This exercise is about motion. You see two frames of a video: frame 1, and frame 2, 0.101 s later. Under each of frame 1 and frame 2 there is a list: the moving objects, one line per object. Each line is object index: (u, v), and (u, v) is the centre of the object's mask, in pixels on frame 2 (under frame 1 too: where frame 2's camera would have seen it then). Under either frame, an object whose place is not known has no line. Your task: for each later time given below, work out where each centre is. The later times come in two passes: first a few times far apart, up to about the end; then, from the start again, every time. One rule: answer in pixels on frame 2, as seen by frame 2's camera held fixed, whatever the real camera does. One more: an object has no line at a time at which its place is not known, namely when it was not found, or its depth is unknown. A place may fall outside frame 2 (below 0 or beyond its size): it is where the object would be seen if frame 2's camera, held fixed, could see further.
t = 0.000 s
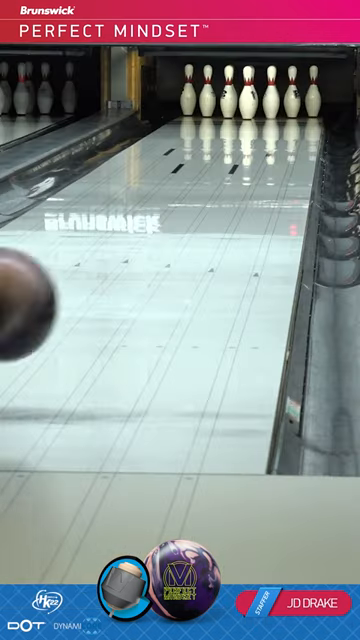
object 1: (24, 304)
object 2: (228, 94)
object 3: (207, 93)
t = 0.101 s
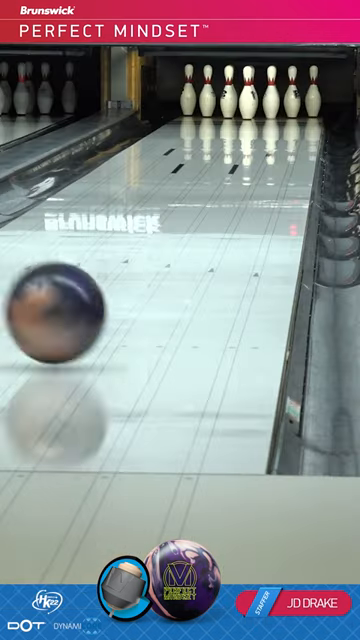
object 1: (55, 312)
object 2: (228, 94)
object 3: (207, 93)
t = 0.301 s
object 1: (133, 260)
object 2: (228, 94)
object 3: (207, 93)
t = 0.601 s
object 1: (205, 206)
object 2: (228, 94)
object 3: (207, 93)
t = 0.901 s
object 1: (249, 172)
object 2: (228, 94)
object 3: (207, 93)
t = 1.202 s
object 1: (275, 148)
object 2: (228, 94)
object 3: (207, 93)
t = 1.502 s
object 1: (287, 130)
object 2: (228, 94)
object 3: (207, 93)
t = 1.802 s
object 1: (284, 118)
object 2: (228, 94)
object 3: (207, 93)
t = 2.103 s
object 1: (266, 108)
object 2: (228, 94)
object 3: (207, 93)
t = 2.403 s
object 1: (256, 103)
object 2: (208, 92)
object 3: (181, 90)
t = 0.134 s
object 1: (71, 301)
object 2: (228, 94)
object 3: (207, 93)
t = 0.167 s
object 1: (85, 289)
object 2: (228, 94)
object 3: (207, 93)
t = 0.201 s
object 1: (98, 282)
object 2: (228, 94)
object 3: (207, 93)
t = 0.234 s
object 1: (111, 276)
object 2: (228, 93)
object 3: (207, 93)
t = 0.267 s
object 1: (122, 267)
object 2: (228, 94)
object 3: (207, 93)
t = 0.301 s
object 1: (133, 260)
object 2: (228, 94)
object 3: (207, 93)
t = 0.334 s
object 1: (144, 252)
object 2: (228, 94)
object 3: (207, 93)
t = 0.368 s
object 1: (153, 246)
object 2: (228, 94)
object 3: (207, 93)
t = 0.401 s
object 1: (162, 239)
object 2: (228, 94)
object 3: (207, 93)
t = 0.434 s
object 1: (170, 234)
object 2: (228, 94)
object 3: (207, 93)
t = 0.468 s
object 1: (178, 228)
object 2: (228, 94)
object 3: (207, 93)
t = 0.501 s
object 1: (185, 222)
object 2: (228, 94)
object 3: (207, 93)
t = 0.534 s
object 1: (192, 216)
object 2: (228, 94)
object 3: (207, 93)
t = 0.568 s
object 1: (199, 210)
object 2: (228, 94)
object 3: (207, 93)
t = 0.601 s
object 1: (205, 206)
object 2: (228, 94)
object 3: (207, 93)
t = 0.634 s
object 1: (211, 201)
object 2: (228, 94)
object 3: (207, 93)
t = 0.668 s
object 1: (216, 197)
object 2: (228, 94)
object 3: (207, 93)
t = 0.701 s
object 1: (222, 193)
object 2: (228, 94)
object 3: (207, 93)
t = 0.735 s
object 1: (227, 189)
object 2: (228, 94)
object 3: (207, 93)
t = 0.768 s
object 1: (232, 185)
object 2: (228, 94)
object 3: (207, 93)
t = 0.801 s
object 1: (236, 182)
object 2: (228, 94)
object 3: (207, 93)
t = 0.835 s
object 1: (241, 178)
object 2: (228, 94)
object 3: (207, 93)
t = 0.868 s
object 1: (245, 175)
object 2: (228, 94)
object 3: (207, 93)
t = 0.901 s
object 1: (249, 172)
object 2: (228, 94)
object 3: (207, 93)
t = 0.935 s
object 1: (252, 169)
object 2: (228, 94)
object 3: (207, 93)
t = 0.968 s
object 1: (256, 165)
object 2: (228, 94)
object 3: (207, 93)
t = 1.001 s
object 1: (259, 163)
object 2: (228, 94)
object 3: (207, 93)
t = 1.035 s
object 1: (262, 160)
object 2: (228, 94)
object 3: (207, 93)
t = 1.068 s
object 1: (266, 157)
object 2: (228, 94)
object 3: (207, 93)
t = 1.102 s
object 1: (268, 156)
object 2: (228, 94)
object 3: (207, 93)
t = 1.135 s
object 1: (271, 153)
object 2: (228, 94)
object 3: (207, 93)
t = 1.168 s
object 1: (273, 151)
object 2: (228, 94)
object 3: (207, 93)
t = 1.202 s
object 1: (275, 148)
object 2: (228, 94)
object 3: (207, 93)
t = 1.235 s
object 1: (277, 147)
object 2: (228, 94)
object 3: (207, 93)
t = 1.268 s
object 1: (279, 144)
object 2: (228, 94)
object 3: (207, 93)
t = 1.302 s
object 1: (281, 141)
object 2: (228, 94)
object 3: (207, 93)
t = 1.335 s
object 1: (282, 139)
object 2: (228, 94)
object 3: (207, 93)
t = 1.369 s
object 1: (284, 137)
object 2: (228, 94)
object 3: (207, 93)
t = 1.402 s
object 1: (285, 136)
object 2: (228, 94)
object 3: (207, 93)
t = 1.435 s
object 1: (286, 133)
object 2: (228, 94)
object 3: (207, 93)
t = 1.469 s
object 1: (287, 132)
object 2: (228, 94)
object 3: (207, 93)
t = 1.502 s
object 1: (287, 130)
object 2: (228, 94)
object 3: (207, 93)
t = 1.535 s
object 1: (288, 129)
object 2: (228, 94)
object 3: (207, 93)
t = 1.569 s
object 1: (288, 128)
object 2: (228, 94)
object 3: (207, 93)
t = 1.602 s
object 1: (288, 126)
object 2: (228, 94)
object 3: (207, 93)
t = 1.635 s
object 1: (288, 124)
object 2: (228, 94)
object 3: (207, 93)
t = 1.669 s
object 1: (288, 123)
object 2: (228, 94)
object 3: (207, 93)
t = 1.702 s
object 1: (287, 121)
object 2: (228, 94)
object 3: (207, 93)
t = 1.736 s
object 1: (286, 120)
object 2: (228, 94)
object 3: (207, 93)
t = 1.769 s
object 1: (285, 119)
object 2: (228, 94)
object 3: (207, 93)
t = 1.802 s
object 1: (284, 118)
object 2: (228, 94)
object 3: (207, 93)
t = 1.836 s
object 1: (283, 117)
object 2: (228, 94)
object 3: (207, 93)
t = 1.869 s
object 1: (281, 116)
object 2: (228, 94)
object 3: (207, 93)
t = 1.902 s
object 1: (280, 114)
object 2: (228, 94)
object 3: (207, 93)
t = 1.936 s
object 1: (278, 113)
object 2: (228, 94)
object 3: (207, 93)
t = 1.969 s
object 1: (276, 112)
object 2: (228, 94)
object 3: (207, 93)
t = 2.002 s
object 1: (274, 111)
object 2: (228, 94)
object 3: (207, 93)
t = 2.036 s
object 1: (272, 110)
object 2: (228, 94)
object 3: (207, 93)
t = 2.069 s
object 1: (269, 109)
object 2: (228, 94)
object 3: (207, 93)
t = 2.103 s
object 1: (266, 108)
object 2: (228, 94)
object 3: (207, 93)
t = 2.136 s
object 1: (264, 107)
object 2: (228, 94)
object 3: (207, 93)
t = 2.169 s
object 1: (261, 106)
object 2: (228, 94)
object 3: (207, 93)
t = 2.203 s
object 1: (258, 105)
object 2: (228, 94)
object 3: (207, 93)
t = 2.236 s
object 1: (259, 104)
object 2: (226, 93)
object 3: (207, 93)
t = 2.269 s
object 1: (259, 104)
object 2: (218, 91)
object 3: (204, 93)
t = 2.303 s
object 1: (258, 104)
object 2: (213, 92)
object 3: (196, 92)
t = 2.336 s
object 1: (256, 103)
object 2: (211, 93)
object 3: (190, 90)
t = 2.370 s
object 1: (256, 103)
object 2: (210, 92)
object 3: (185, 92)
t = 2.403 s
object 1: (256, 103)
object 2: (208, 92)
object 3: (181, 90)
